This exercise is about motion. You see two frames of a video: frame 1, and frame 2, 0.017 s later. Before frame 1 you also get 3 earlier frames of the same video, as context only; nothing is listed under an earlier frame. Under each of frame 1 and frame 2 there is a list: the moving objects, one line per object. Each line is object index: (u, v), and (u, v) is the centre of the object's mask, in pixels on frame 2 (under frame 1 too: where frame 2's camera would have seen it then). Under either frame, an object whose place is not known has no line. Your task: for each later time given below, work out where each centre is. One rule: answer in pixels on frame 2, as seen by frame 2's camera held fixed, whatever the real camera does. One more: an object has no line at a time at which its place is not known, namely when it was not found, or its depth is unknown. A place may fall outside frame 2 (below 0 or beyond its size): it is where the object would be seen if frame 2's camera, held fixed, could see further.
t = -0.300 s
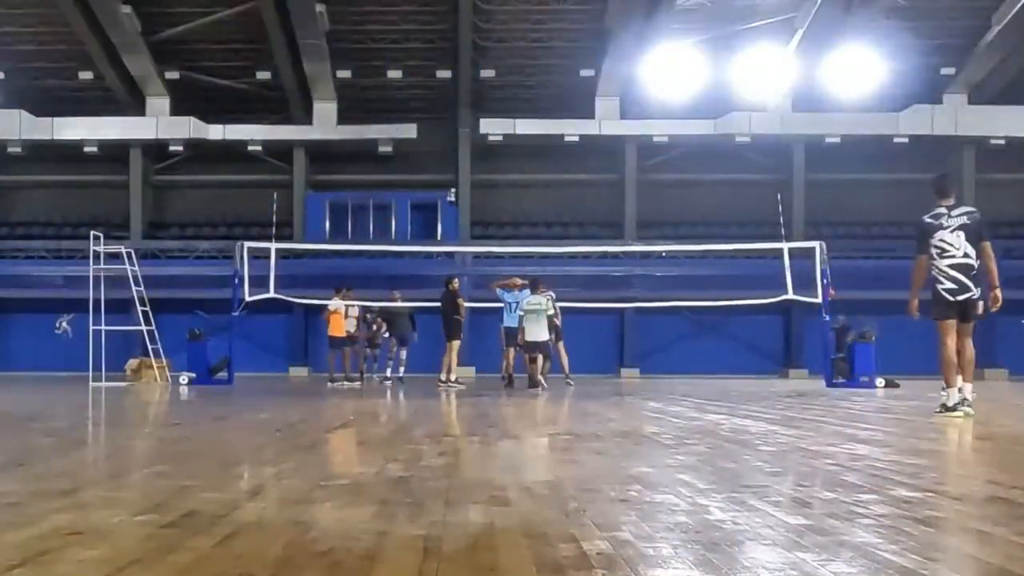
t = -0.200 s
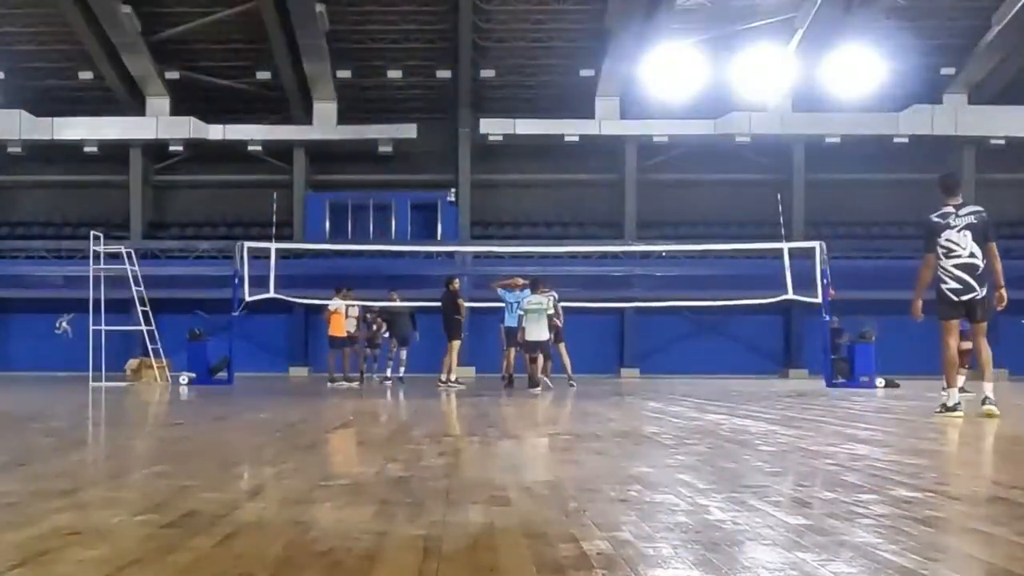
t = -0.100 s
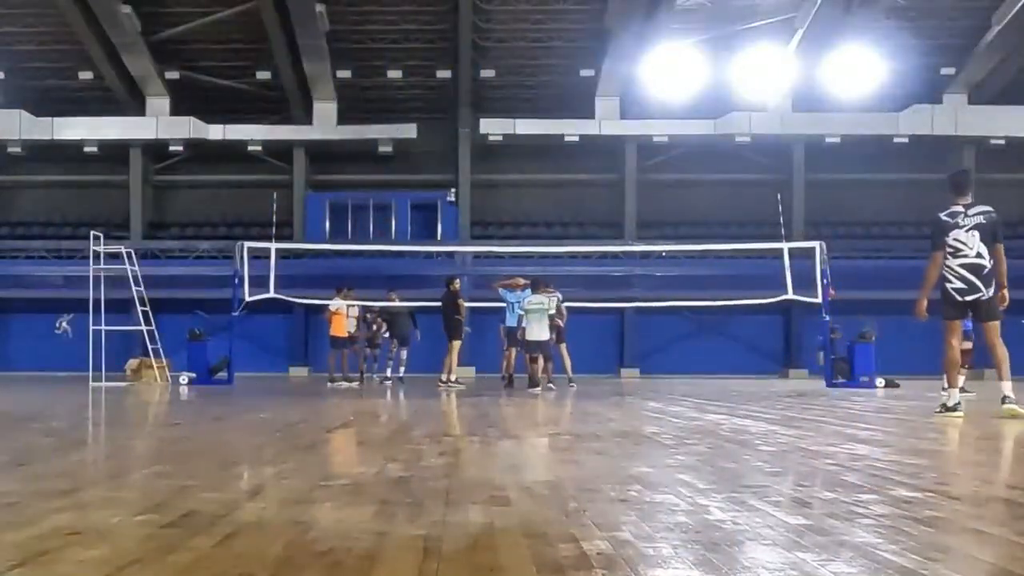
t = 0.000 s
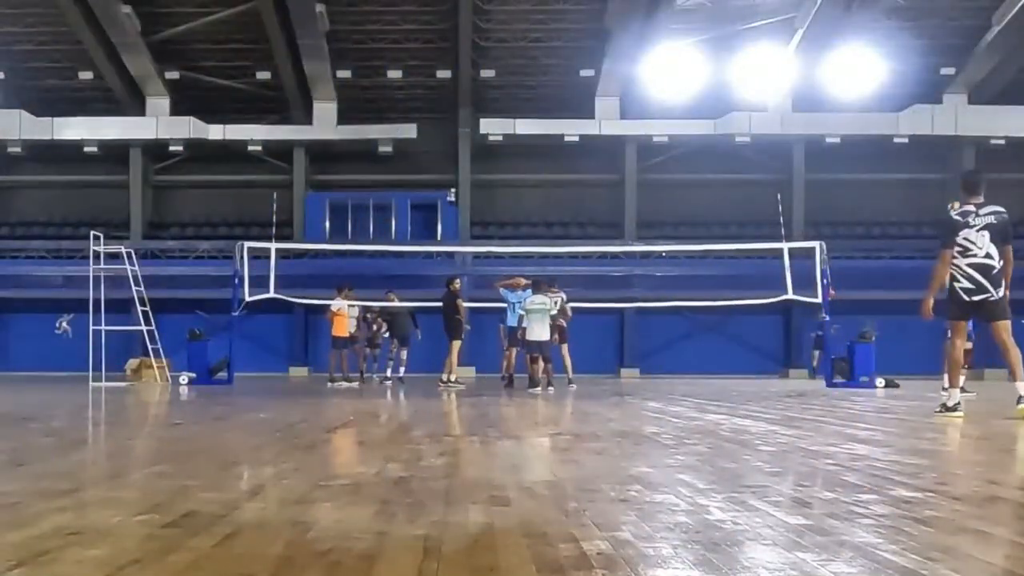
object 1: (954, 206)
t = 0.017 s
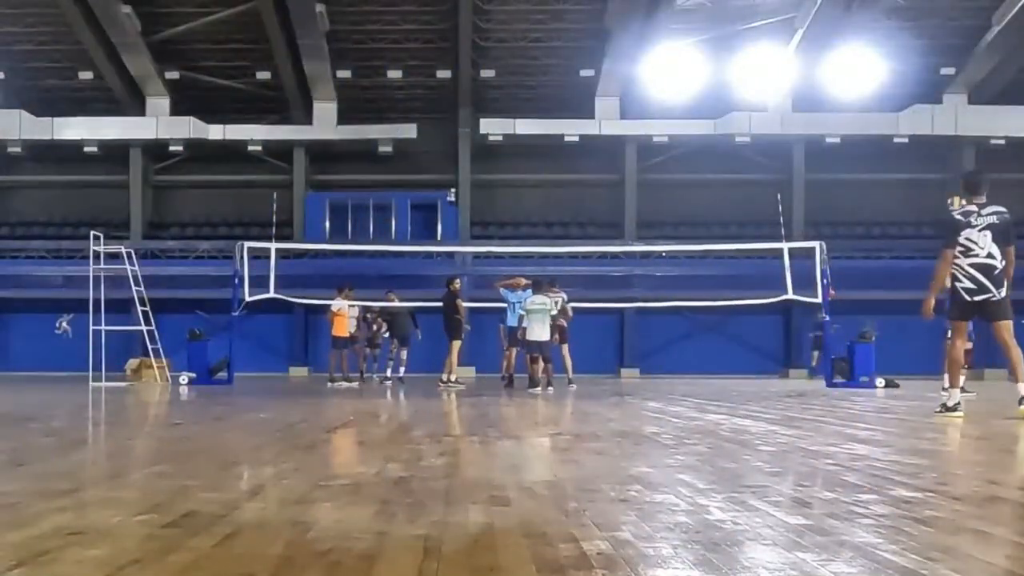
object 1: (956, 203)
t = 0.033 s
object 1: (956, 199)
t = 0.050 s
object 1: (956, 195)
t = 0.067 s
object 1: (956, 190)
